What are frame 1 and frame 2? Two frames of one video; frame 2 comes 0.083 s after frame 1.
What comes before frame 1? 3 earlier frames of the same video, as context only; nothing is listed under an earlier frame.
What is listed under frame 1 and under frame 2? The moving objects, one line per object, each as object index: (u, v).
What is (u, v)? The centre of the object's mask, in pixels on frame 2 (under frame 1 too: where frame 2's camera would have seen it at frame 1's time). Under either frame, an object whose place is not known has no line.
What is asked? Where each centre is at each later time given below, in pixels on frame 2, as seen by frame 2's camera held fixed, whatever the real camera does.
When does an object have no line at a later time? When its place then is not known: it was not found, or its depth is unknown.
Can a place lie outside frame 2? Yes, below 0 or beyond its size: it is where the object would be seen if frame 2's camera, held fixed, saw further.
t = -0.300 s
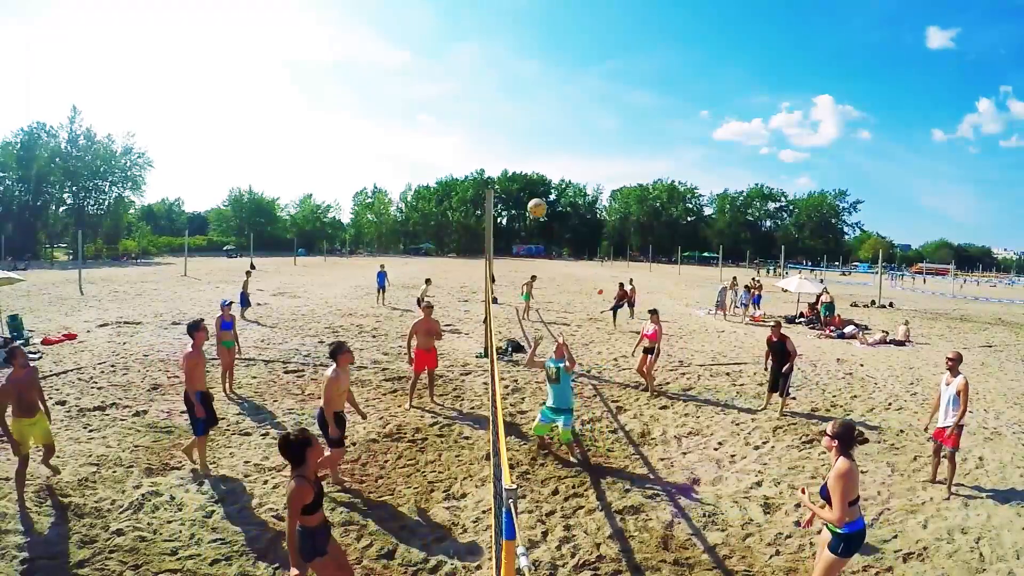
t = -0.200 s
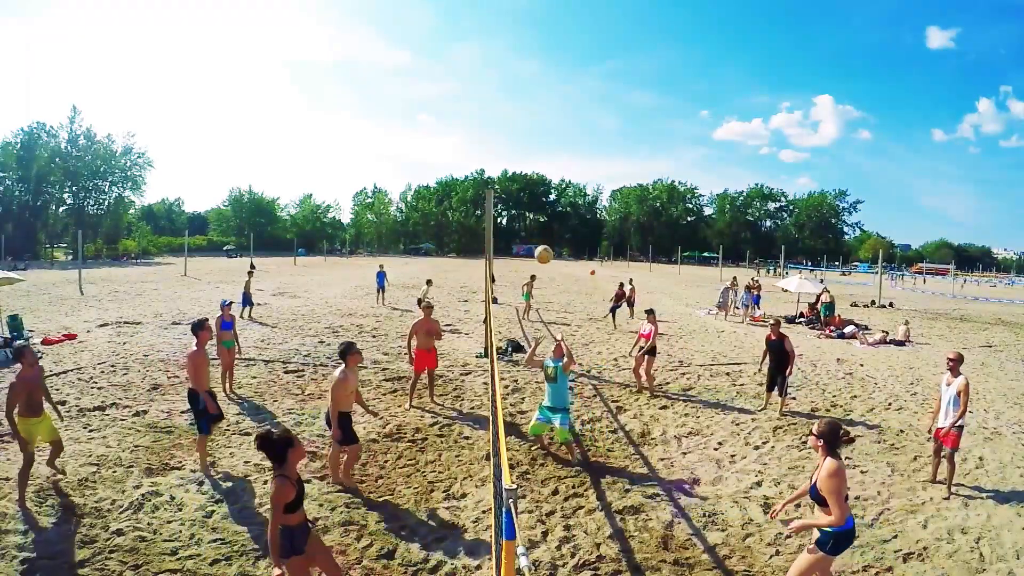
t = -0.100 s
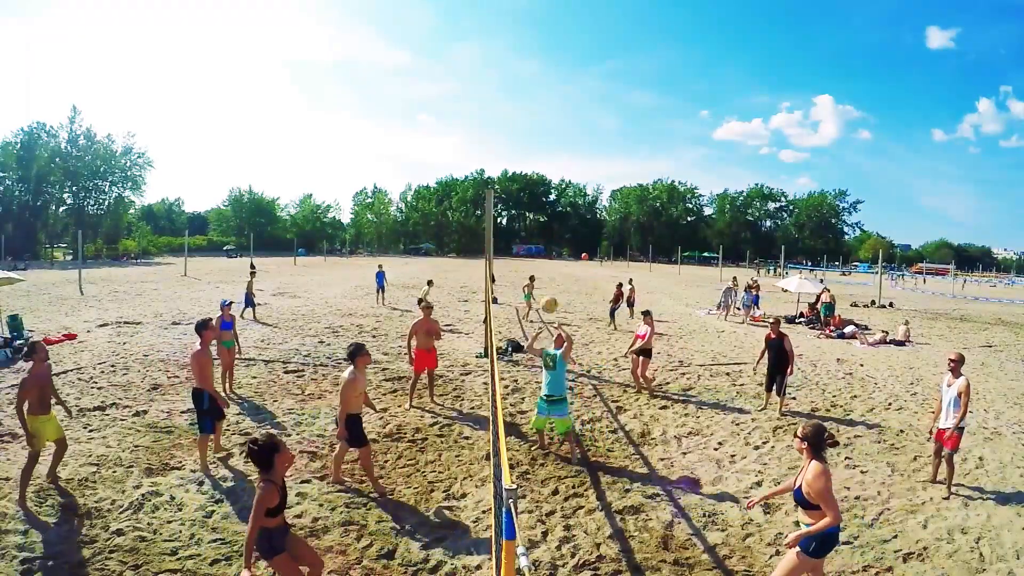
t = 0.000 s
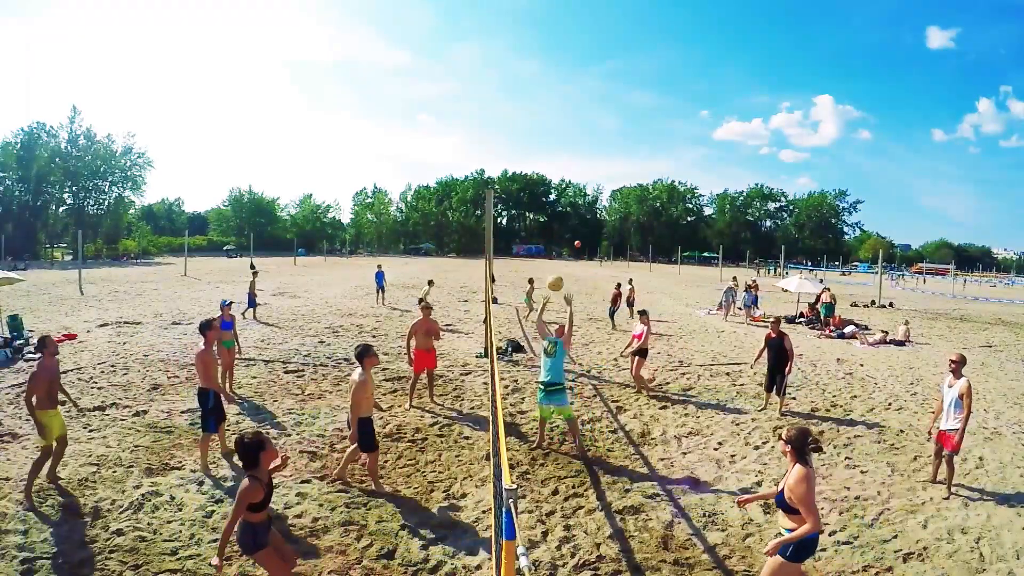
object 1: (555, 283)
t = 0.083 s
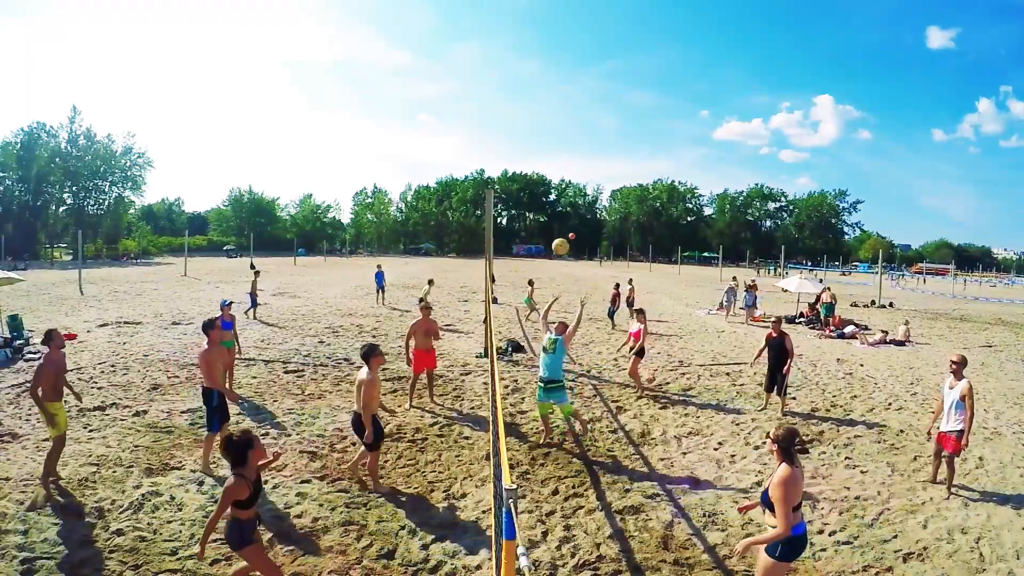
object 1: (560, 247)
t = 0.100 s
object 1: (561, 240)
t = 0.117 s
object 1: (562, 234)
